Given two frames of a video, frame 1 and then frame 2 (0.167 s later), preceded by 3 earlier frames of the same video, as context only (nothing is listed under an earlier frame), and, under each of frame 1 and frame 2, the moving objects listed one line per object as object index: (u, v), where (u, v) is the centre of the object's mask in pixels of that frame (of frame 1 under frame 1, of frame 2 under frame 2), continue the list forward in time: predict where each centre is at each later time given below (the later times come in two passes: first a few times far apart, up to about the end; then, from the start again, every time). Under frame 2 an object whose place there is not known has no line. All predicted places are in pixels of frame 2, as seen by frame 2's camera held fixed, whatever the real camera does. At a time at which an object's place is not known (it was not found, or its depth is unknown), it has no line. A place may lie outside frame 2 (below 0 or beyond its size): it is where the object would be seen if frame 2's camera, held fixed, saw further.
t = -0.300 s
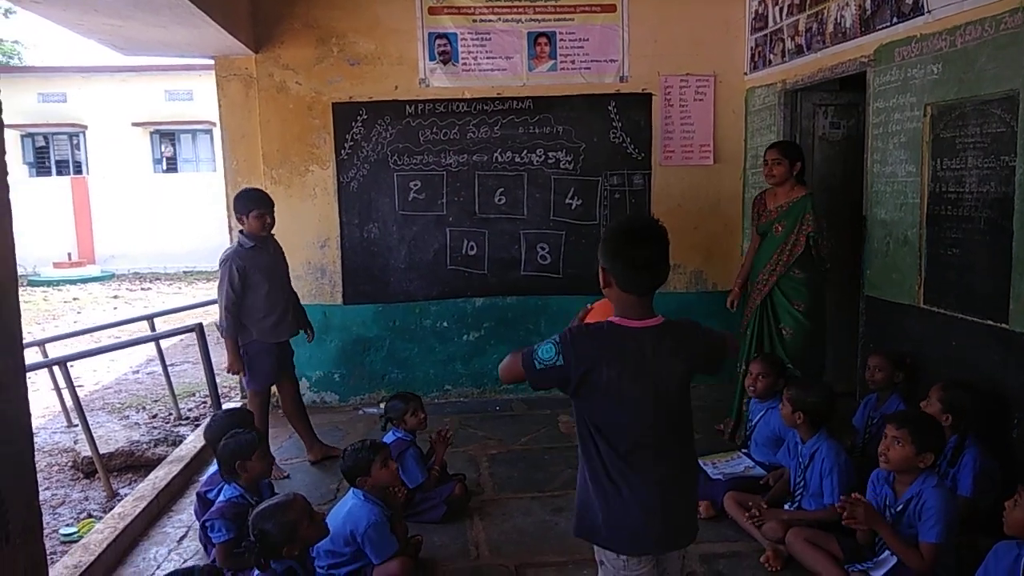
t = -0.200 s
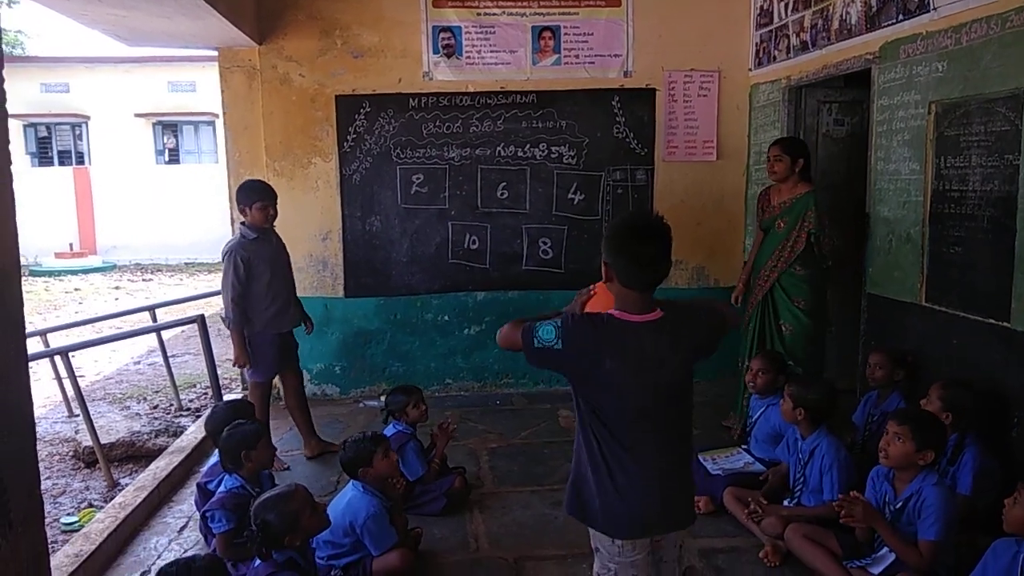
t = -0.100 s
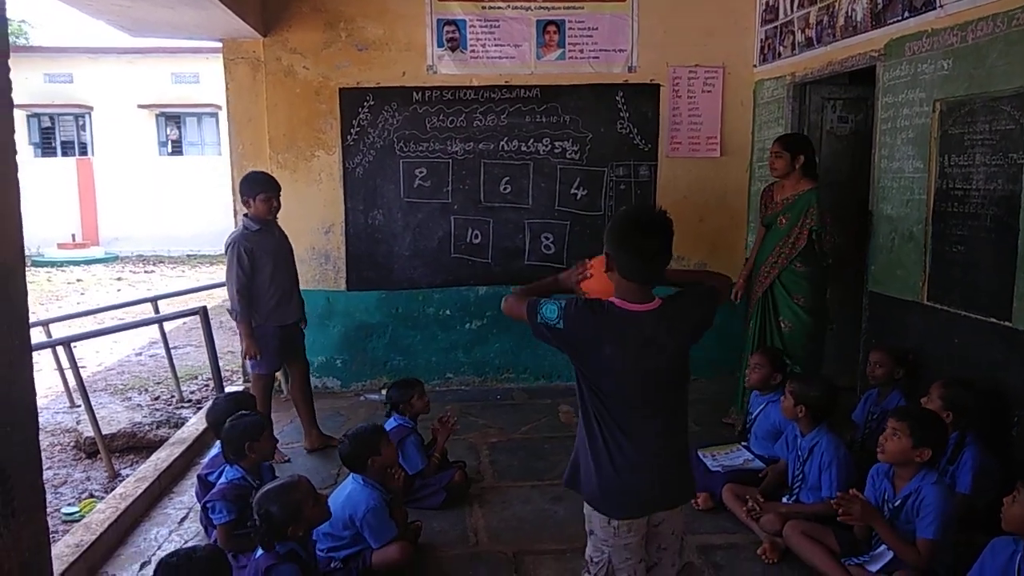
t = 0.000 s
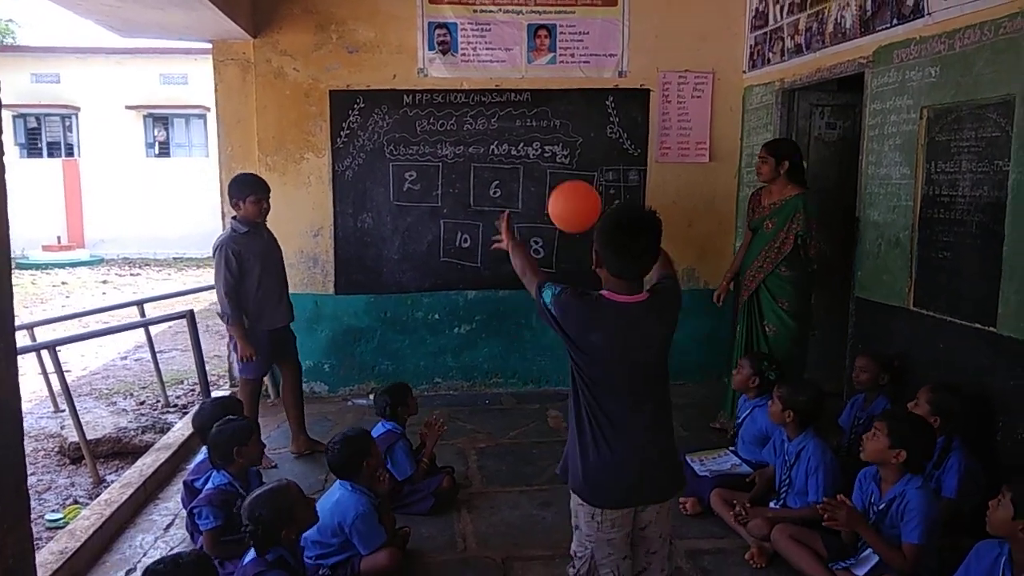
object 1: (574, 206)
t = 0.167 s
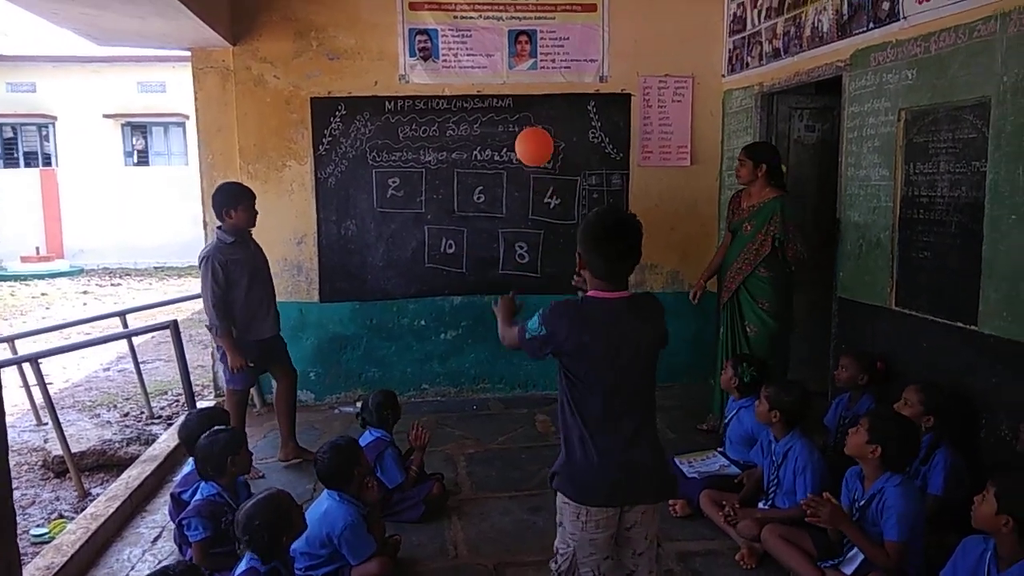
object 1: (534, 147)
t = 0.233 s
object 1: (531, 145)
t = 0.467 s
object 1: (531, 199)
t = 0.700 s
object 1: (545, 298)
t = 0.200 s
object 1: (532, 144)
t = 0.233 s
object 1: (531, 145)
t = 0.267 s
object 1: (530, 147)
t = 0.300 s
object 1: (530, 152)
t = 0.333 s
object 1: (530, 158)
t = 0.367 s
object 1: (530, 166)
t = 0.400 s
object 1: (530, 176)
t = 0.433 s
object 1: (530, 187)
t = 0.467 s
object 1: (531, 199)
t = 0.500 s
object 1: (532, 209)
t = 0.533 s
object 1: (534, 219)
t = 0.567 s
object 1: (536, 231)
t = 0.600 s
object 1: (539, 245)
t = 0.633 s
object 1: (541, 261)
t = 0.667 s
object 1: (544, 279)
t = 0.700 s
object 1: (545, 298)
